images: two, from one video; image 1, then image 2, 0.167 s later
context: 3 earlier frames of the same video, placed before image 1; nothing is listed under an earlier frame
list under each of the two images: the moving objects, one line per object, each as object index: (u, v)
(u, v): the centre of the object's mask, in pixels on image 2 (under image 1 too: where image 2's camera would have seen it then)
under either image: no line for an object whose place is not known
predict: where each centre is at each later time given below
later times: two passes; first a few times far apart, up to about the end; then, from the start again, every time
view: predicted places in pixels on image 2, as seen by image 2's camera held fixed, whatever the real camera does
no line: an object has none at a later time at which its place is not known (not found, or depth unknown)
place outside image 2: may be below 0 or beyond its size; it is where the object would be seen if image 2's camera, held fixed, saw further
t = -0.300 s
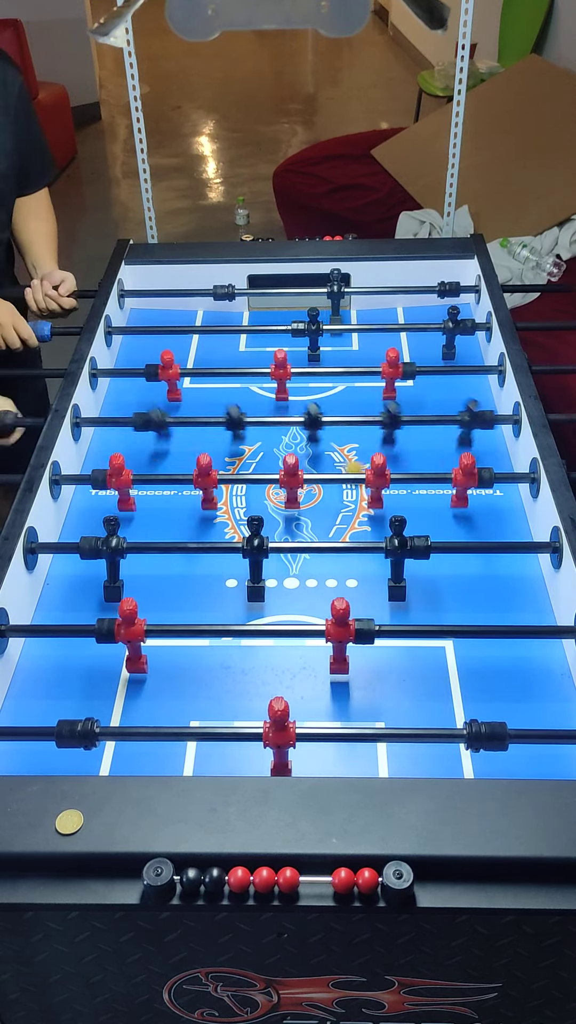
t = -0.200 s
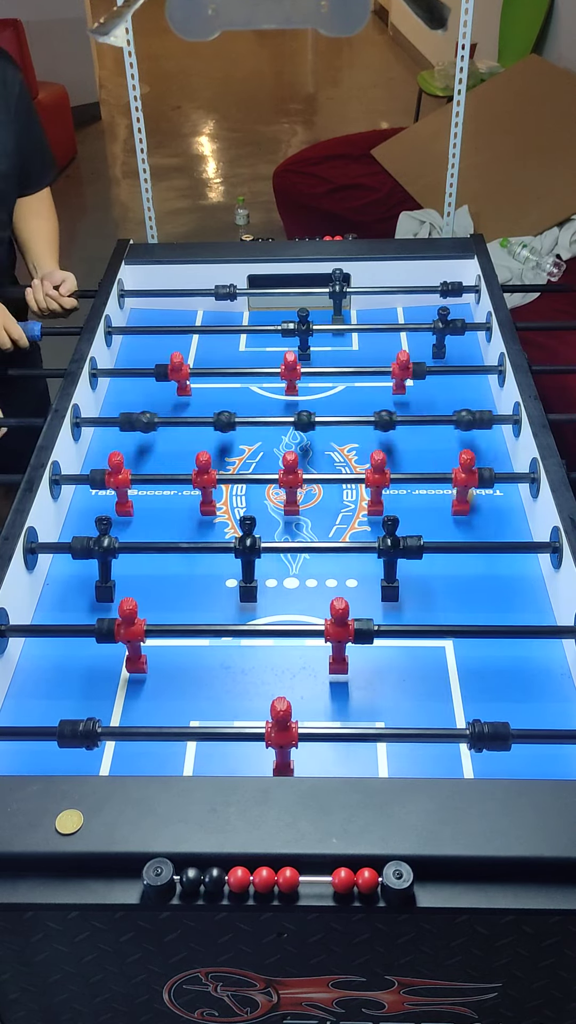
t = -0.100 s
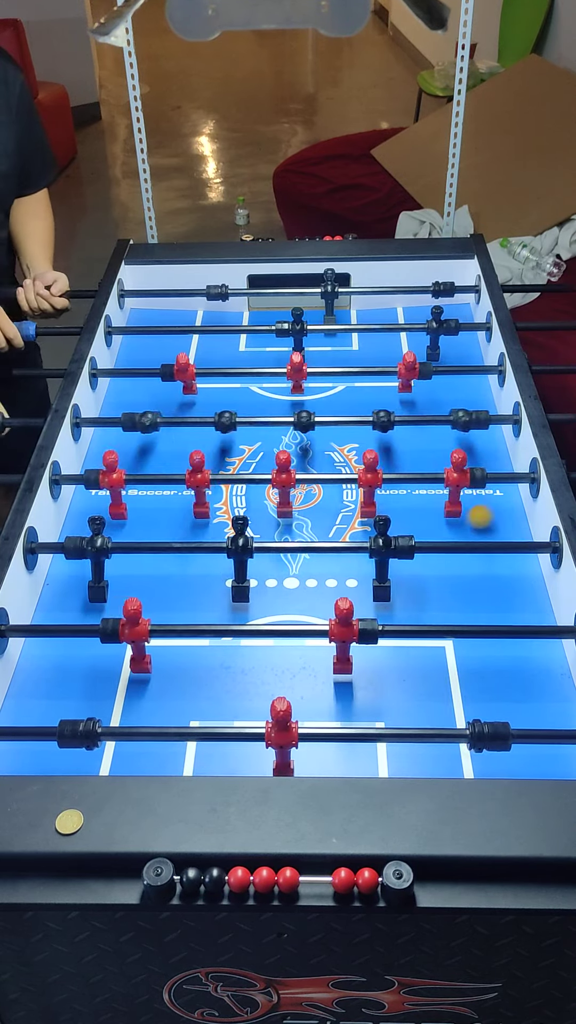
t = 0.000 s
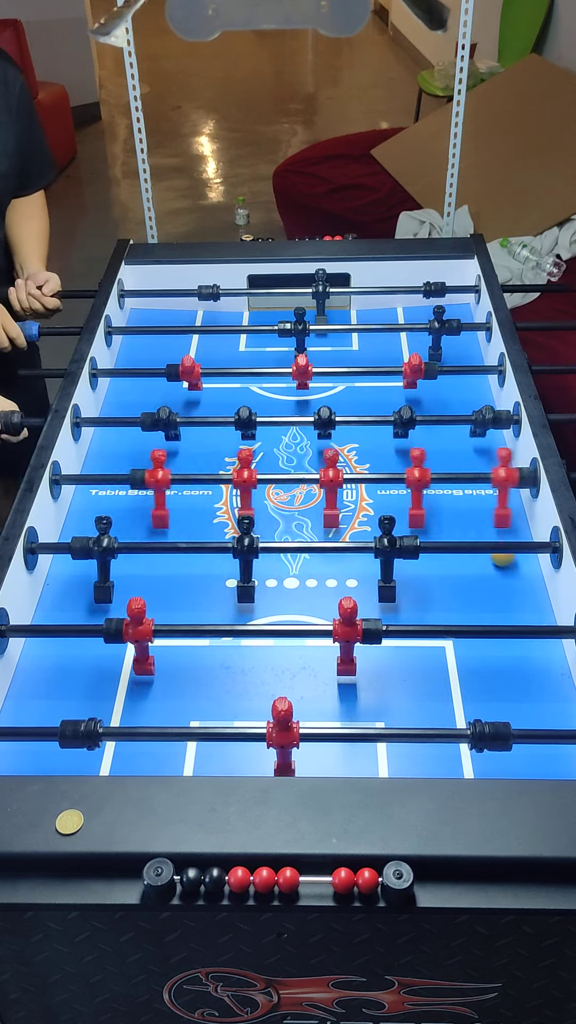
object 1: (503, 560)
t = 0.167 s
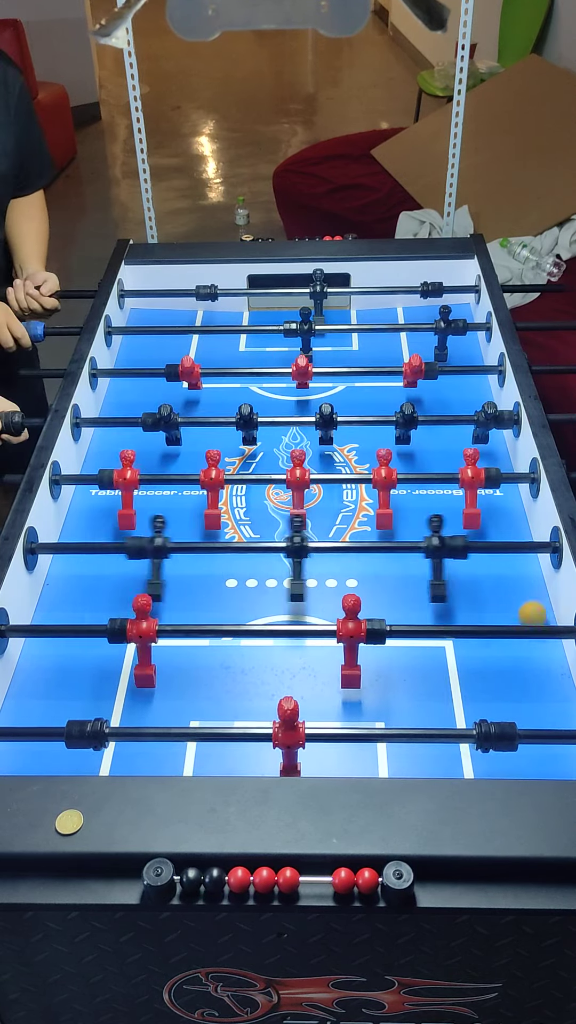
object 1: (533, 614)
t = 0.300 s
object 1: (531, 668)
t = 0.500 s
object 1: (533, 756)
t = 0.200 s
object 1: (532, 620)
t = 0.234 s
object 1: (533, 647)
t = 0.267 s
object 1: (532, 654)
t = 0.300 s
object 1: (531, 668)
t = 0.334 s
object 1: (531, 681)
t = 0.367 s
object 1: (533, 696)
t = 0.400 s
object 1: (533, 710)
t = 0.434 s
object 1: (533, 719)
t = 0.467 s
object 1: (533, 749)
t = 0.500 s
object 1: (533, 756)
